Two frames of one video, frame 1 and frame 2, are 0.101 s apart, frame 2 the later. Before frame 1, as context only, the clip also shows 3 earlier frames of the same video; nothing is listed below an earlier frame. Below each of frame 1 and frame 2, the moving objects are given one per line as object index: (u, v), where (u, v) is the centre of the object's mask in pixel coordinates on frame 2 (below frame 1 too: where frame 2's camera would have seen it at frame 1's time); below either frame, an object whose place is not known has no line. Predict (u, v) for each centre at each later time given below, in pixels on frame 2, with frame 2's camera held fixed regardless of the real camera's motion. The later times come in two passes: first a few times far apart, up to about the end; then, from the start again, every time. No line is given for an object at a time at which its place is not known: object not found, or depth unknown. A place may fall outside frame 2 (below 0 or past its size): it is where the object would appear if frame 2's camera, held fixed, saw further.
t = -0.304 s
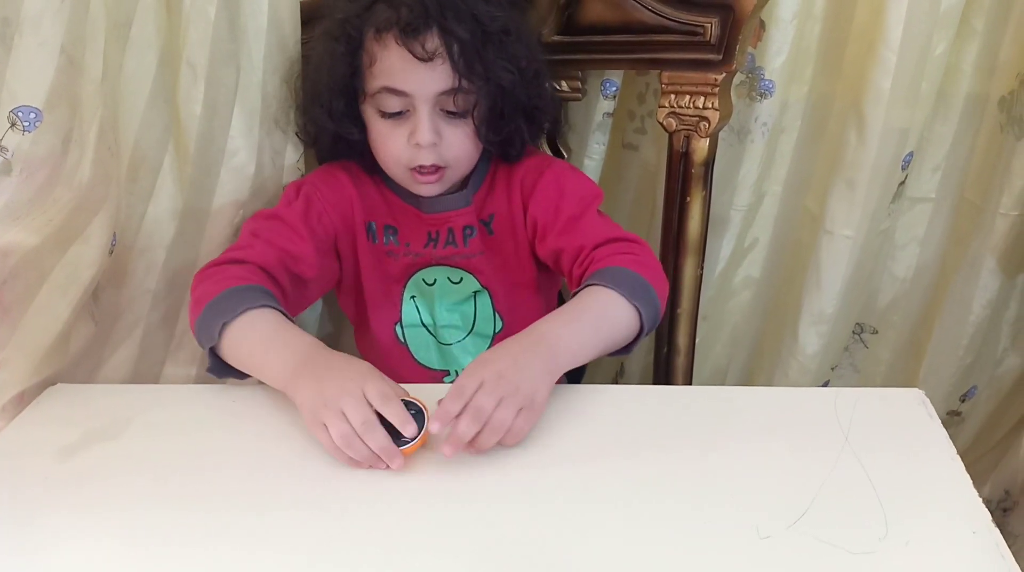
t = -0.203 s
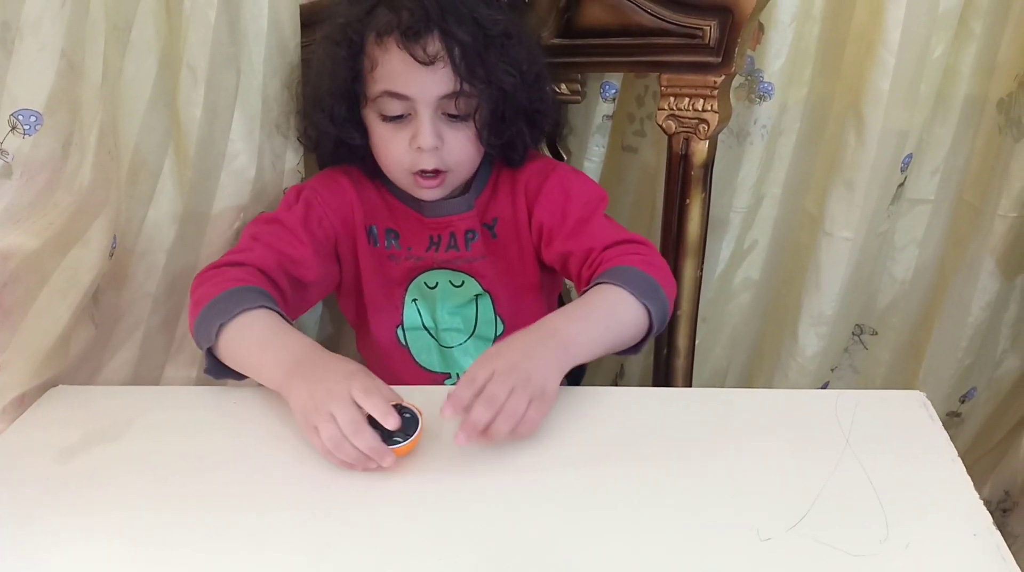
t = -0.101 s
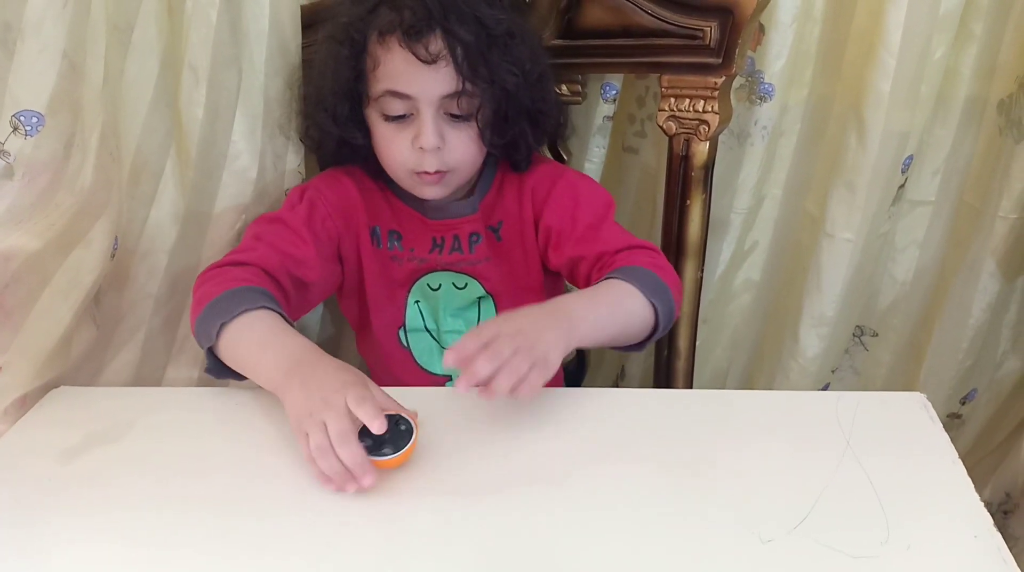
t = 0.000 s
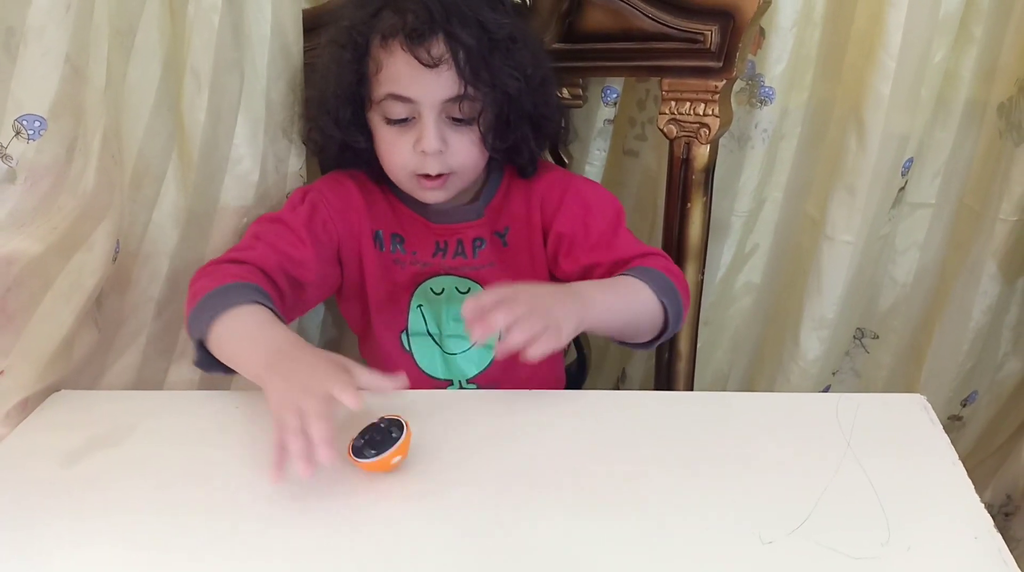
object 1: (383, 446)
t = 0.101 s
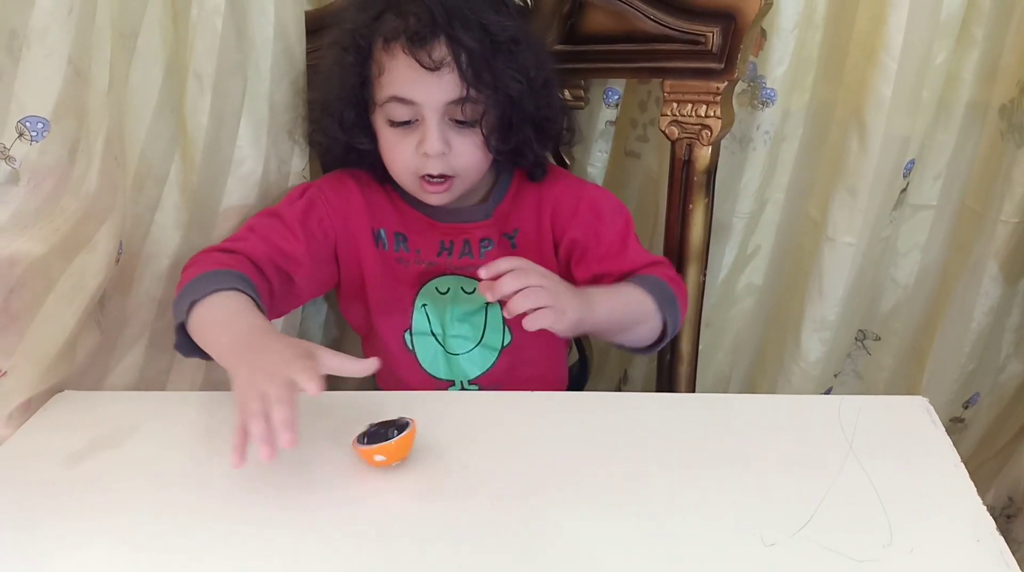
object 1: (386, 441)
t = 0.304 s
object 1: (398, 442)
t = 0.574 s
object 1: (382, 446)
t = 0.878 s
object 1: (397, 443)
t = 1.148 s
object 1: (382, 447)
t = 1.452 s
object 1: (398, 443)
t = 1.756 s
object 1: (383, 448)
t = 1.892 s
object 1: (385, 446)
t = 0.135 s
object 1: (388, 440)
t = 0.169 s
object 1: (391, 439)
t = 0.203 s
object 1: (394, 440)
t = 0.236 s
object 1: (396, 440)
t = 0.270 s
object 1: (397, 441)
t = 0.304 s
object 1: (398, 442)
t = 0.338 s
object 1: (397, 443)
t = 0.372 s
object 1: (395, 445)
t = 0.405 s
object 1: (393, 446)
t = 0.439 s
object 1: (390, 447)
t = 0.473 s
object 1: (387, 448)
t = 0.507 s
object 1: (383, 448)
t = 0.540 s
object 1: (382, 447)
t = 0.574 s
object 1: (382, 446)
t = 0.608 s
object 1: (382, 445)
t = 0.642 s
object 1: (384, 443)
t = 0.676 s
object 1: (386, 442)
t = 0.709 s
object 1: (390, 442)
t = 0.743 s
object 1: (392, 441)
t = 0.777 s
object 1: (394, 441)
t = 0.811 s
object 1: (396, 441)
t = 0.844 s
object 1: (397, 442)
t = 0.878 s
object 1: (397, 443)
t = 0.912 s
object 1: (397, 443)
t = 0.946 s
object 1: (396, 444)
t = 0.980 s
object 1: (394, 445)
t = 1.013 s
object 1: (393, 446)
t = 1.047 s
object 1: (389, 447)
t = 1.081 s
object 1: (386, 448)
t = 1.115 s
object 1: (383, 447)
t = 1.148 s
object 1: (382, 447)
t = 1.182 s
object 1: (383, 446)
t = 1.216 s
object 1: (385, 445)
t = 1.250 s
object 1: (386, 443)
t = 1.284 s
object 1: (388, 443)
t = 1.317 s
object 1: (389, 443)
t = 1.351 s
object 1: (391, 442)
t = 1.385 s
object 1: (393, 442)
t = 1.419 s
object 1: (396, 442)
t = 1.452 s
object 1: (398, 443)
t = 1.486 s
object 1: (398, 444)
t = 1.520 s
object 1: (397, 444)
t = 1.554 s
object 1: (395, 445)
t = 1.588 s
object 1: (394, 445)
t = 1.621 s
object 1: (392, 445)
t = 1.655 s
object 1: (390, 447)
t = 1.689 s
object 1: (387, 448)
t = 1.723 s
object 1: (384, 448)
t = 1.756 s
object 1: (383, 448)
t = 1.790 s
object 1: (384, 447)
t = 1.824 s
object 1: (383, 446)
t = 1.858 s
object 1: (384, 445)
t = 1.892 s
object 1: (385, 446)
